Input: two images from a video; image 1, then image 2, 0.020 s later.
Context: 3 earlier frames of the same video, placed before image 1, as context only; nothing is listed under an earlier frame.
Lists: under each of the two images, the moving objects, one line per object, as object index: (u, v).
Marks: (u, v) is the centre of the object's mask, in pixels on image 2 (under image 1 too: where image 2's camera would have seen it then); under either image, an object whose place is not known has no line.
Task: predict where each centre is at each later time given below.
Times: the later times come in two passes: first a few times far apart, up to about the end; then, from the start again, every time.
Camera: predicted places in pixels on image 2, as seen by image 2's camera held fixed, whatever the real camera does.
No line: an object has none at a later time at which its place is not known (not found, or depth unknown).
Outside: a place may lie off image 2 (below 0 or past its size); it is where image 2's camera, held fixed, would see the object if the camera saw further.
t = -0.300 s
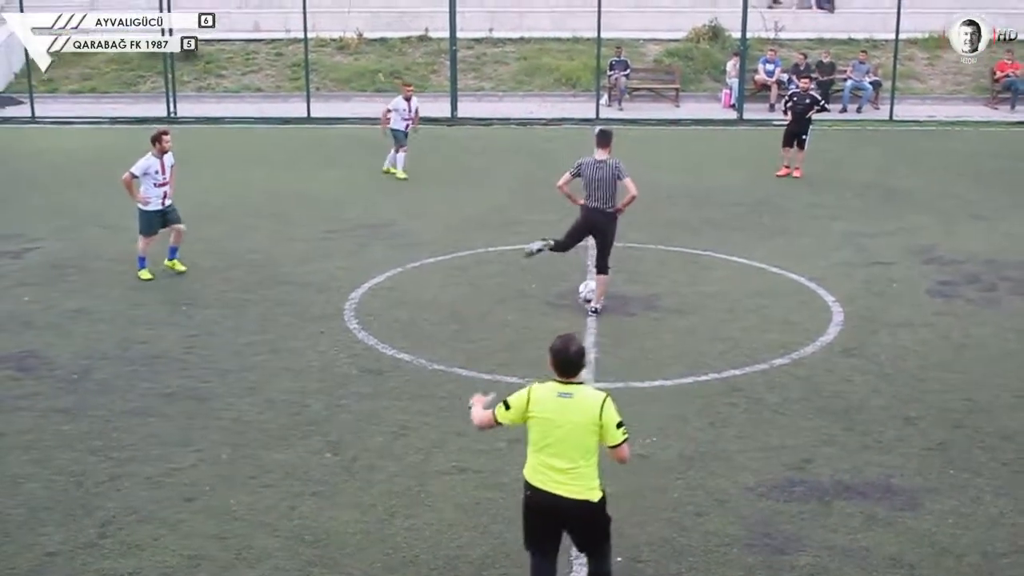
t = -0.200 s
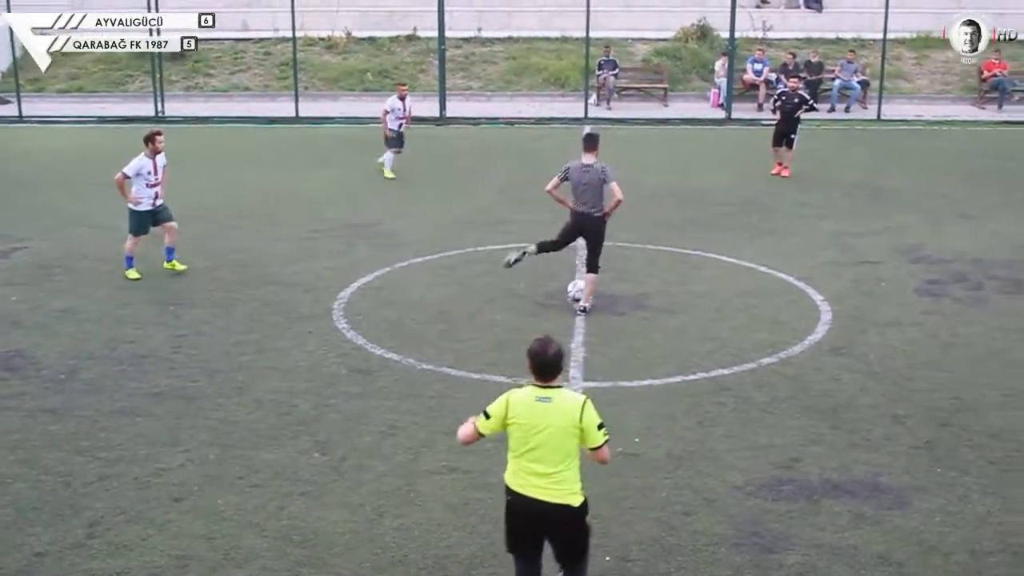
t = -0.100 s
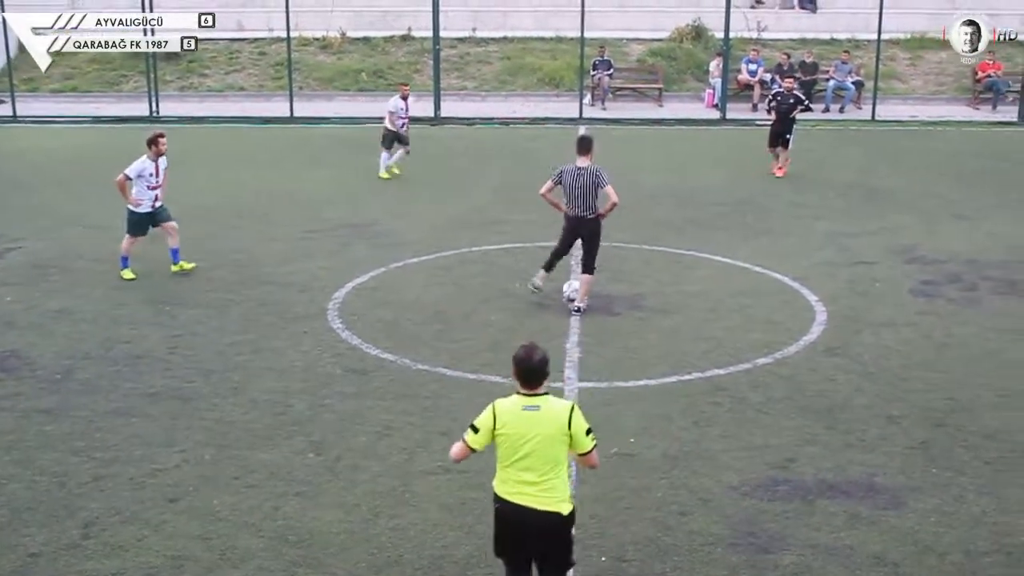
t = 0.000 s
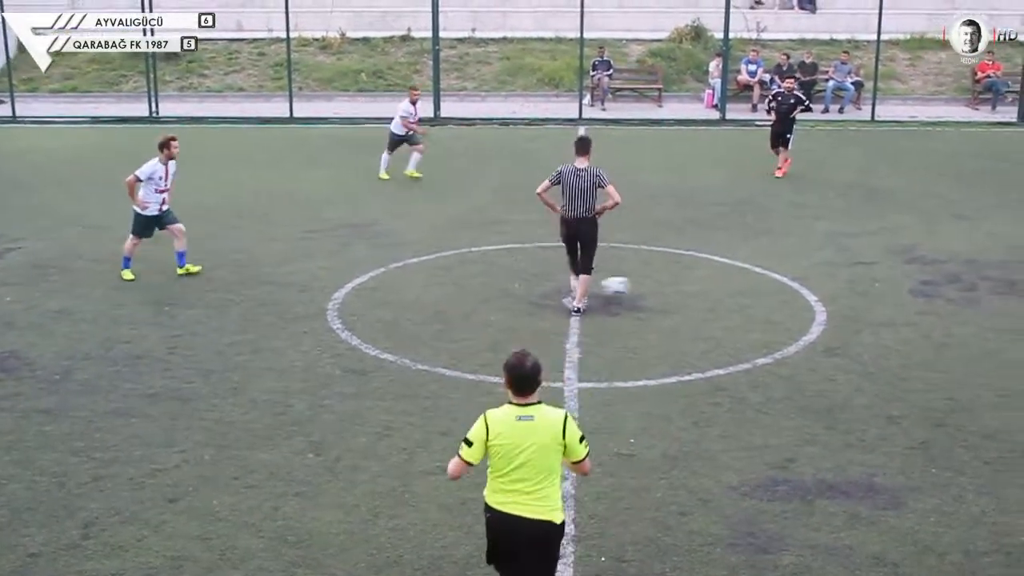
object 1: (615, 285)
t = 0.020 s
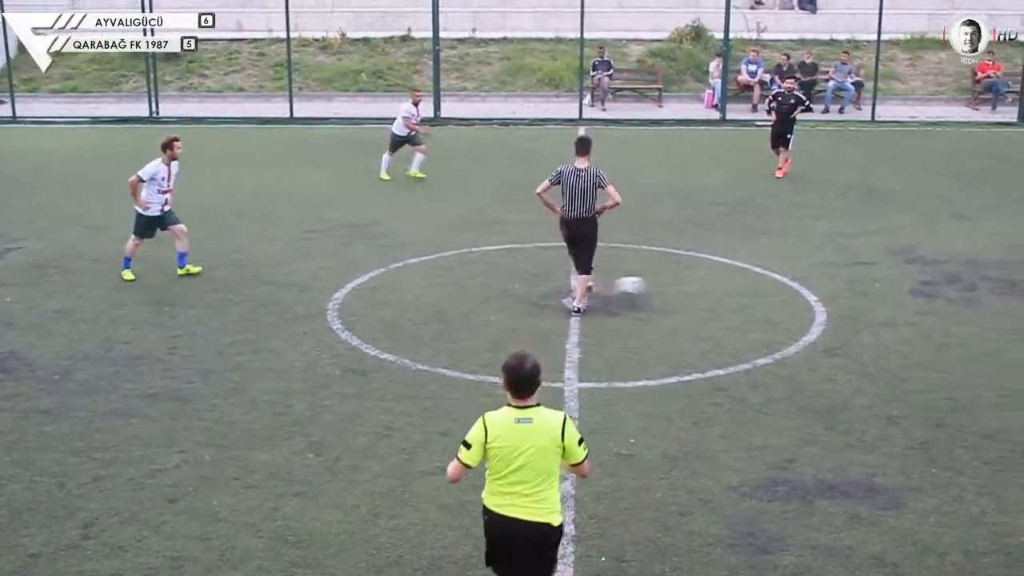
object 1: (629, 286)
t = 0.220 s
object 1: (772, 299)
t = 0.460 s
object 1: (911, 302)
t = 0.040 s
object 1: (645, 284)
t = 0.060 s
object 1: (659, 285)
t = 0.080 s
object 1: (673, 285)
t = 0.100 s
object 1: (687, 286)
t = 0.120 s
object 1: (702, 287)
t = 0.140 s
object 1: (716, 289)
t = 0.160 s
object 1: (730, 291)
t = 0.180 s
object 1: (744, 293)
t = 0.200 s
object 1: (758, 297)
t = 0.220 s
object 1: (772, 299)
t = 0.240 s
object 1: (784, 298)
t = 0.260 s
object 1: (795, 296)
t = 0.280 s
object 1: (808, 295)
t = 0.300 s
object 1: (820, 296)
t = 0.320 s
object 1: (832, 297)
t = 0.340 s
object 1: (843, 297)
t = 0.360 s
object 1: (855, 299)
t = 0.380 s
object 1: (867, 300)
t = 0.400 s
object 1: (879, 303)
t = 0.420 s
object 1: (891, 304)
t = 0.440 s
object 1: (900, 304)
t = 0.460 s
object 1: (911, 302)
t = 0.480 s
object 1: (921, 301)
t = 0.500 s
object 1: (930, 303)
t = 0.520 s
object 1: (940, 302)
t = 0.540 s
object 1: (950, 303)
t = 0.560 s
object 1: (960, 304)
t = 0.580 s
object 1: (970, 306)
